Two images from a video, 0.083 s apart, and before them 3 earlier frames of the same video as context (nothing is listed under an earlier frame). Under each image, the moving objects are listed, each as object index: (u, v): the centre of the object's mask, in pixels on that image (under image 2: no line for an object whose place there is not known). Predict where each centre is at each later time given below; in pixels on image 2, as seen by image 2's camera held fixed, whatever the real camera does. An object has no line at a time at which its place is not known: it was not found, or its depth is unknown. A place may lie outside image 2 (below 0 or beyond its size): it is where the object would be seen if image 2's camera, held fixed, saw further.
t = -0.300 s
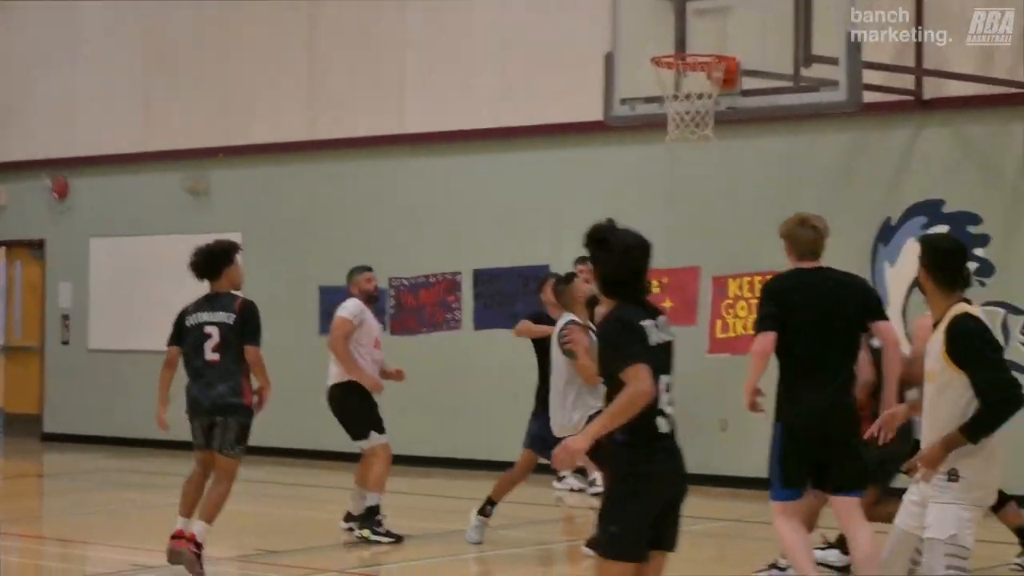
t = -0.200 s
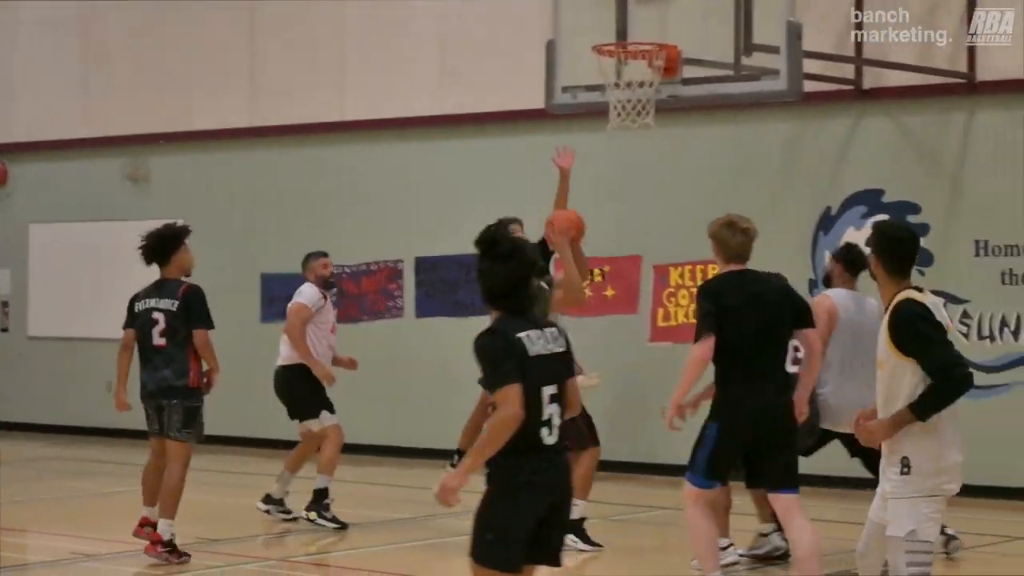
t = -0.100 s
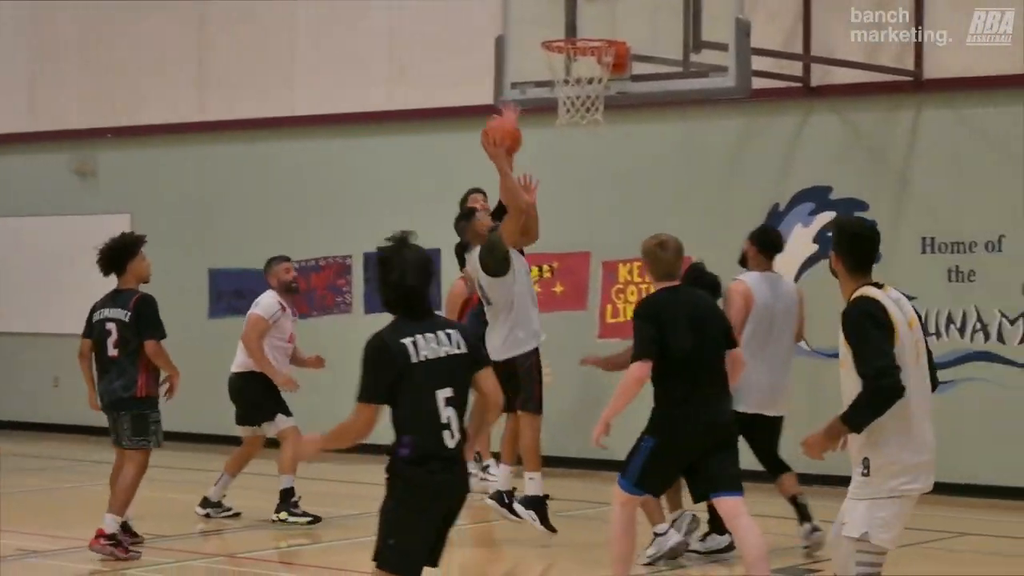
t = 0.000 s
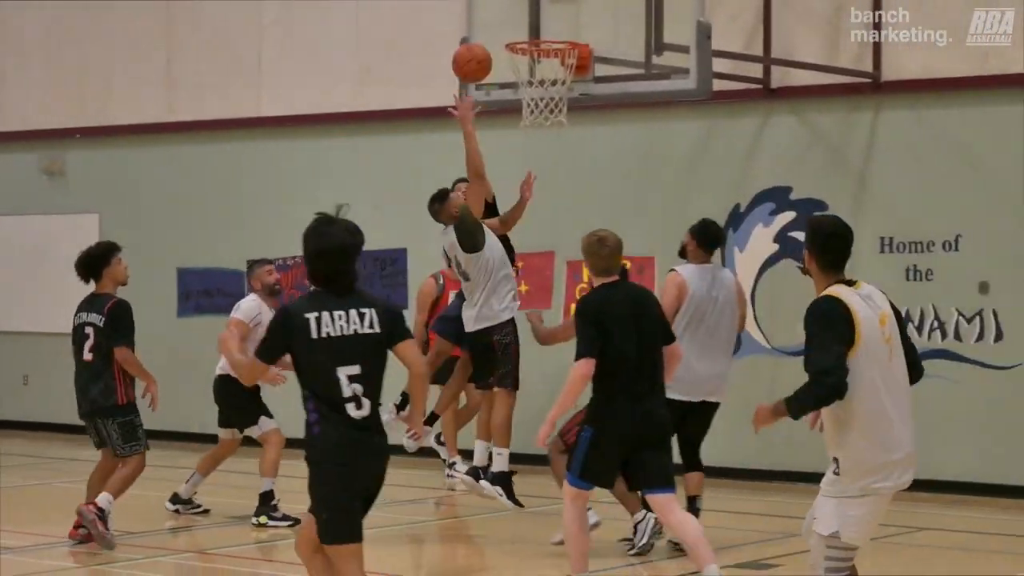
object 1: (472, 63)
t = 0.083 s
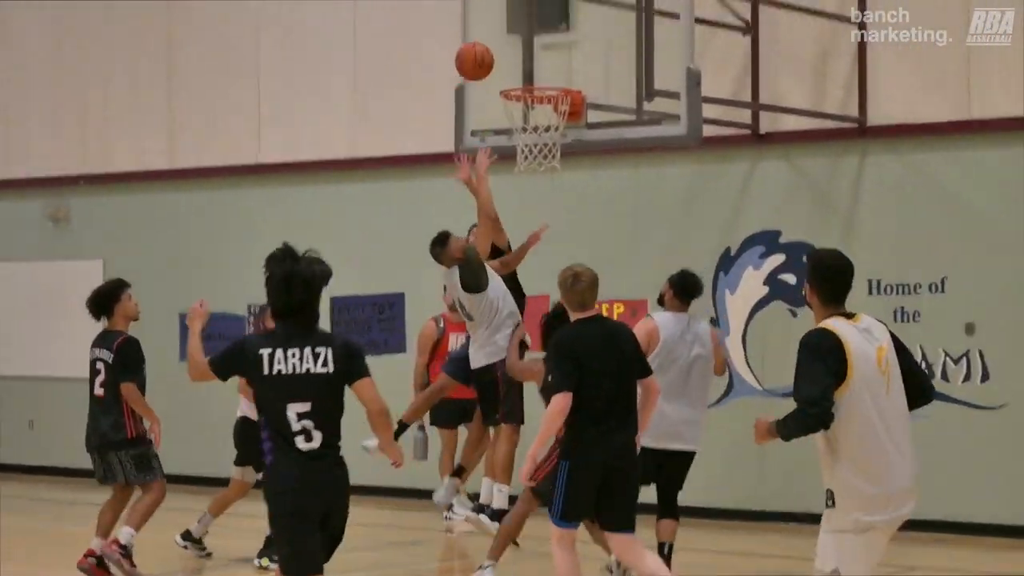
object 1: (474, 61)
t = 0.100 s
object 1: (475, 53)
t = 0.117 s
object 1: (476, 45)
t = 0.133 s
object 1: (478, 38)
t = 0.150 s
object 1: (479, 31)
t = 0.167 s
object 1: (480, 24)
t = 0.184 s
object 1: (481, 19)
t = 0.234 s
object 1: (485, 3)
